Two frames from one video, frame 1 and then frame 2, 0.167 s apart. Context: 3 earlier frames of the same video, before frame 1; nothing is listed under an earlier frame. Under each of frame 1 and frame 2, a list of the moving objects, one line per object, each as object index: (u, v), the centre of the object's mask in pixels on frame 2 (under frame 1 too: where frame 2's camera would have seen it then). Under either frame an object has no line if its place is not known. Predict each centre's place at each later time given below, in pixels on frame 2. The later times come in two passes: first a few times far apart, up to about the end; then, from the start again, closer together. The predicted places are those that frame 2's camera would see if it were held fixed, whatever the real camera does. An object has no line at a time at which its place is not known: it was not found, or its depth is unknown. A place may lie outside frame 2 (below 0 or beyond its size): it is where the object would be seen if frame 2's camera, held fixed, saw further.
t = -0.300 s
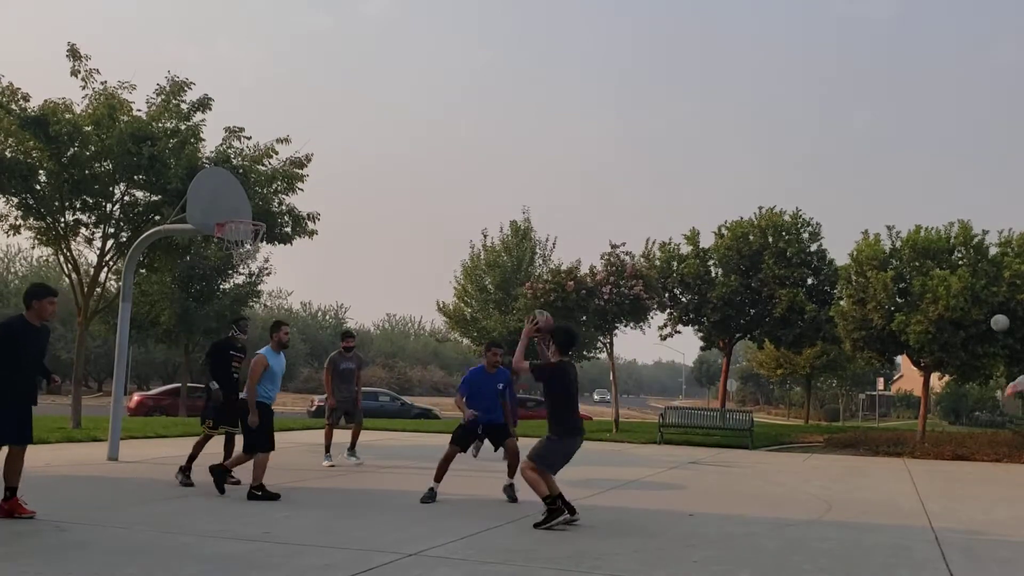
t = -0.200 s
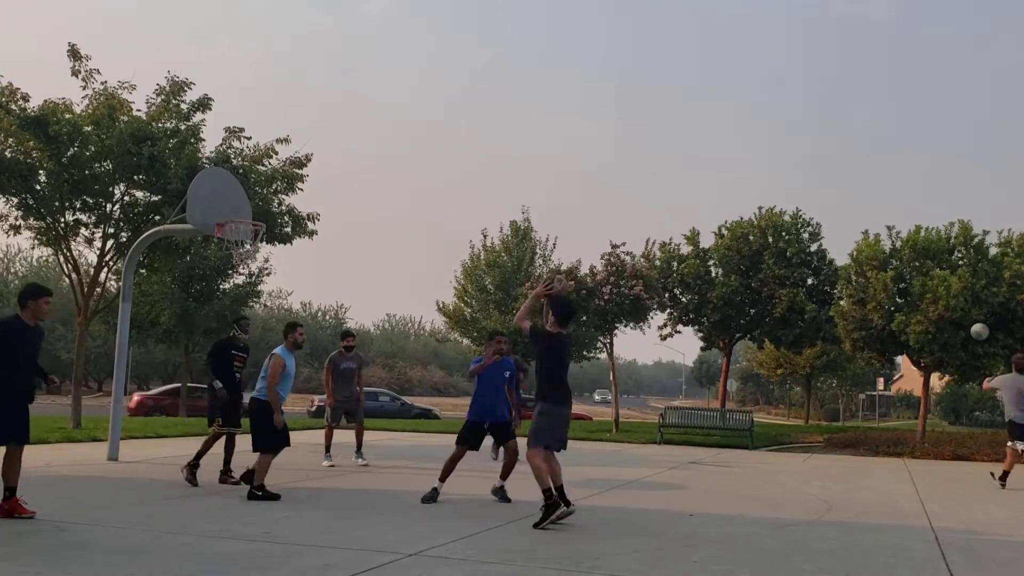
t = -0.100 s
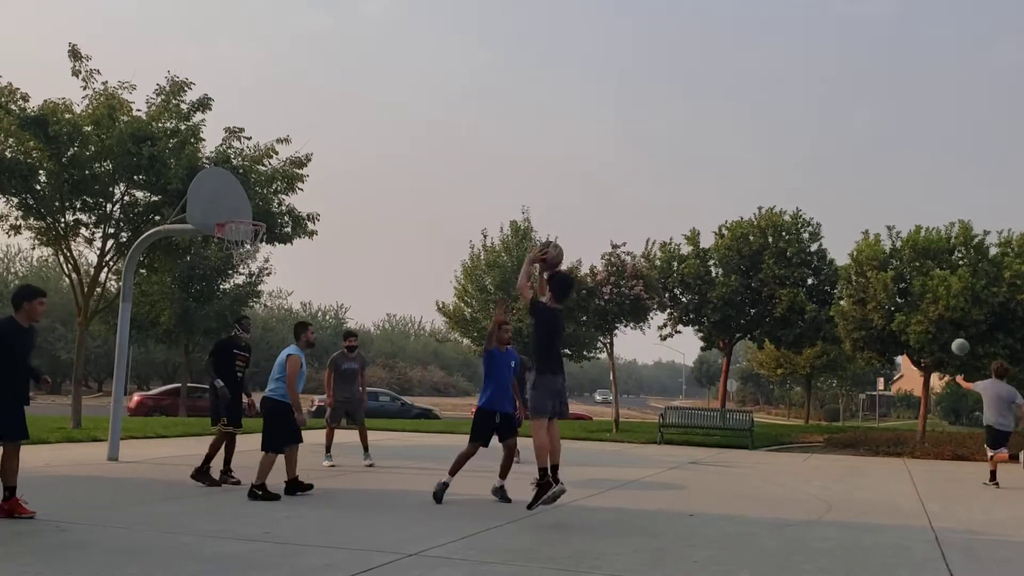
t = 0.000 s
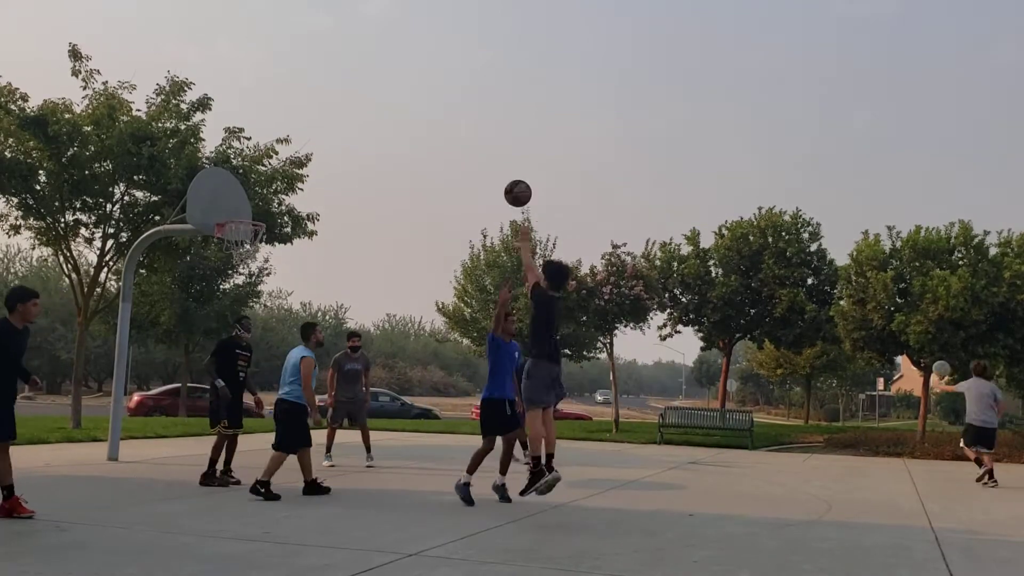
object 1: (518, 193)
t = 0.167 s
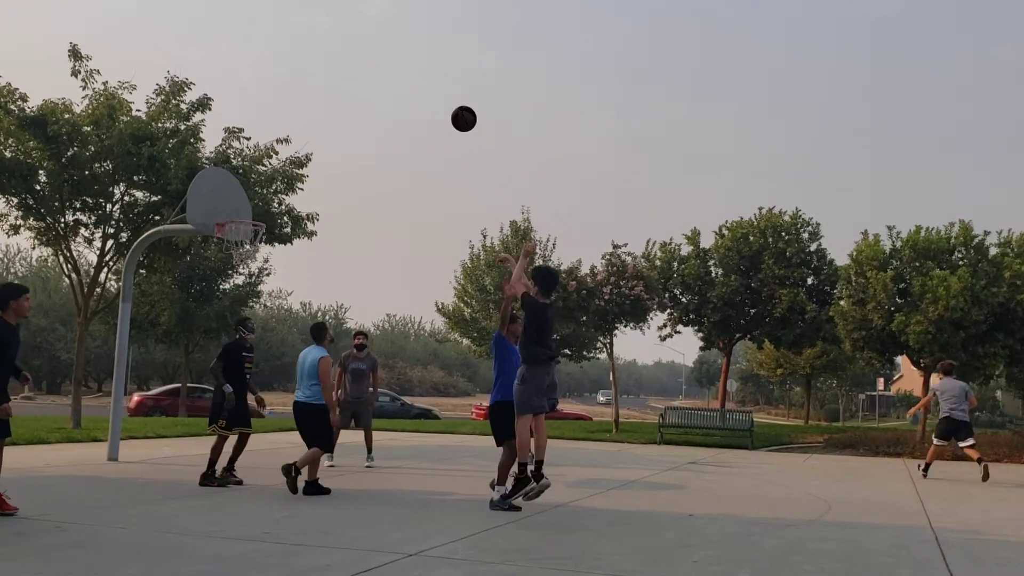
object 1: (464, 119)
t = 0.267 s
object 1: (434, 91)
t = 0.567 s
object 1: (356, 76)
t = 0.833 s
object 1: (297, 126)
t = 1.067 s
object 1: (246, 210)
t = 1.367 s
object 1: (232, 132)
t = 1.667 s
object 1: (214, 110)
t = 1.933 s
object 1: (193, 150)
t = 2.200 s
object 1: (152, 215)
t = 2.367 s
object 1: (117, 281)
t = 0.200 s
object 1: (454, 108)
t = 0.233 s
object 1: (444, 99)
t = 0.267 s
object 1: (434, 91)
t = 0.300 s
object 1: (425, 85)
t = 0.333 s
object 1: (416, 80)
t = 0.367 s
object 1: (407, 76)
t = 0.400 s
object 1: (398, 73)
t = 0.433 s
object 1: (389, 72)
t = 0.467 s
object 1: (381, 71)
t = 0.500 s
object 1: (372, 72)
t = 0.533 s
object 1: (364, 73)
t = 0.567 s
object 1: (356, 76)
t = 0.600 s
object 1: (348, 79)
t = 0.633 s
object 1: (341, 83)
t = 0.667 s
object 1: (333, 88)
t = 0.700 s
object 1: (326, 95)
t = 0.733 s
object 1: (318, 101)
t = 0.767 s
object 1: (311, 109)
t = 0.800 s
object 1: (304, 117)
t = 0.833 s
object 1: (297, 126)
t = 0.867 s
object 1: (290, 136)
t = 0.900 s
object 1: (282, 147)
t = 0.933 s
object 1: (276, 158)
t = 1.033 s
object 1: (253, 194)
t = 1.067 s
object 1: (246, 210)
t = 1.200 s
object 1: (237, 174)
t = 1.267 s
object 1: (237, 153)
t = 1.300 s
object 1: (235, 145)
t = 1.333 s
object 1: (234, 137)
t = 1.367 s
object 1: (232, 132)
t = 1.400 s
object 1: (231, 126)
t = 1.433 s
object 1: (228, 121)
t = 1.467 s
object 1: (227, 116)
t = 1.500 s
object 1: (225, 113)
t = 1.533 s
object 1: (223, 111)
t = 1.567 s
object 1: (221, 110)
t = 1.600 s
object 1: (219, 109)
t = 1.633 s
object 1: (217, 109)
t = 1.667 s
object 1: (214, 110)
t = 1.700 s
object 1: (212, 112)
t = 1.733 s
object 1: (209, 115)
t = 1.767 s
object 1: (207, 118)
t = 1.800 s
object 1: (204, 123)
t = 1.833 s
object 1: (201, 128)
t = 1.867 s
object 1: (198, 134)
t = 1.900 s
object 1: (196, 141)
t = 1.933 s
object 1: (193, 150)
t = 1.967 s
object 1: (189, 157)
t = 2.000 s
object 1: (187, 167)
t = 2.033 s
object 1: (183, 176)
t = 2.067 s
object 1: (177, 182)
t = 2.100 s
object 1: (171, 189)
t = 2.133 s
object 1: (164, 196)
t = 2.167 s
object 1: (159, 206)
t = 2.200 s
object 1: (152, 215)
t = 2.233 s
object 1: (145, 227)
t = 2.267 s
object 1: (138, 239)
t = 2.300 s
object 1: (130, 251)
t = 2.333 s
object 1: (126, 265)
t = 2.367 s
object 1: (117, 281)
